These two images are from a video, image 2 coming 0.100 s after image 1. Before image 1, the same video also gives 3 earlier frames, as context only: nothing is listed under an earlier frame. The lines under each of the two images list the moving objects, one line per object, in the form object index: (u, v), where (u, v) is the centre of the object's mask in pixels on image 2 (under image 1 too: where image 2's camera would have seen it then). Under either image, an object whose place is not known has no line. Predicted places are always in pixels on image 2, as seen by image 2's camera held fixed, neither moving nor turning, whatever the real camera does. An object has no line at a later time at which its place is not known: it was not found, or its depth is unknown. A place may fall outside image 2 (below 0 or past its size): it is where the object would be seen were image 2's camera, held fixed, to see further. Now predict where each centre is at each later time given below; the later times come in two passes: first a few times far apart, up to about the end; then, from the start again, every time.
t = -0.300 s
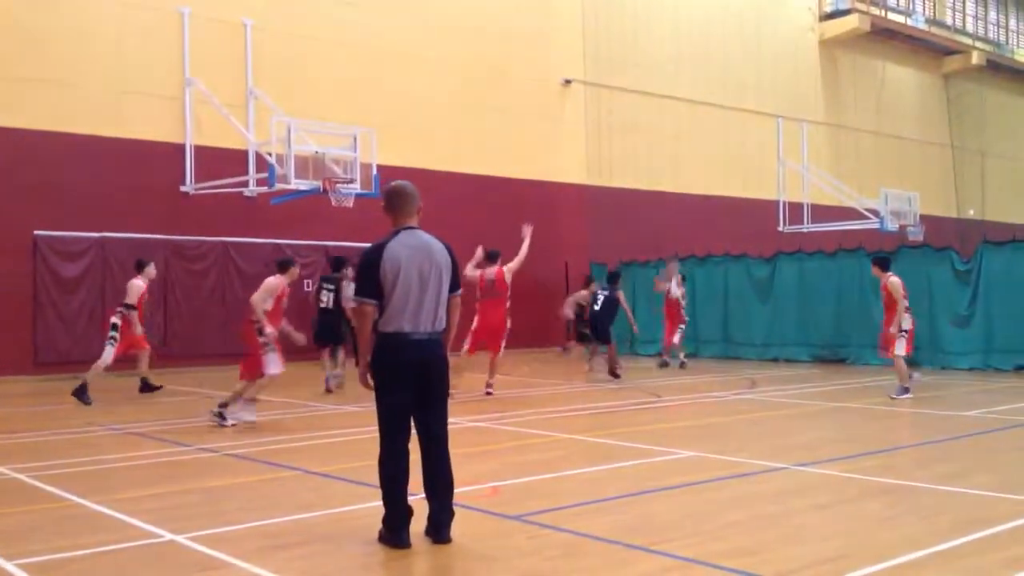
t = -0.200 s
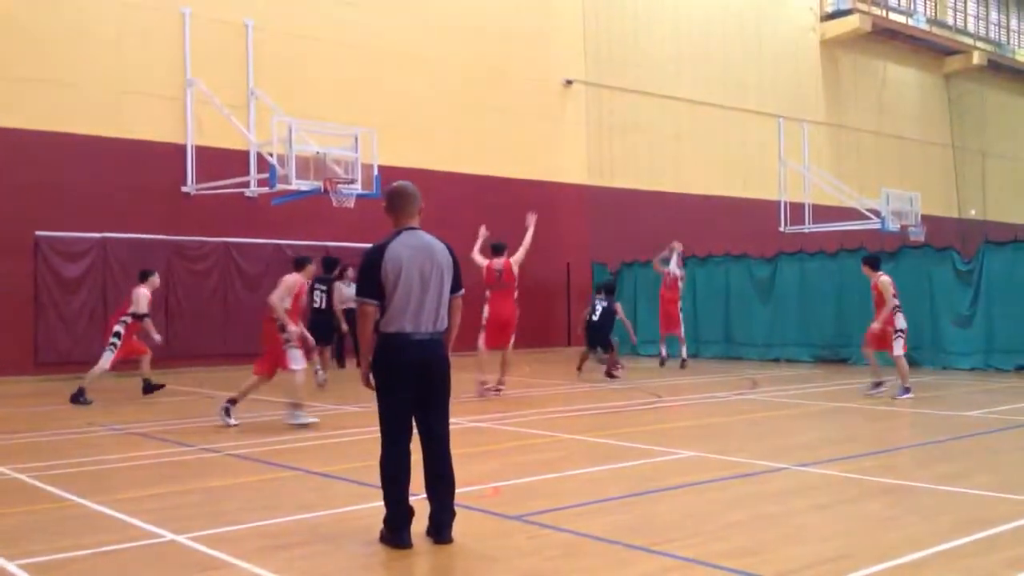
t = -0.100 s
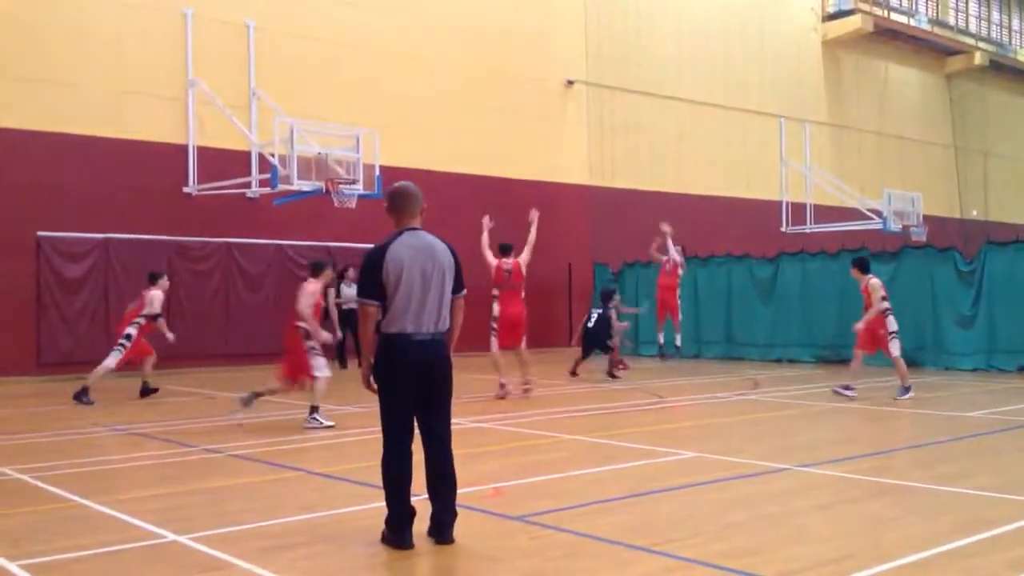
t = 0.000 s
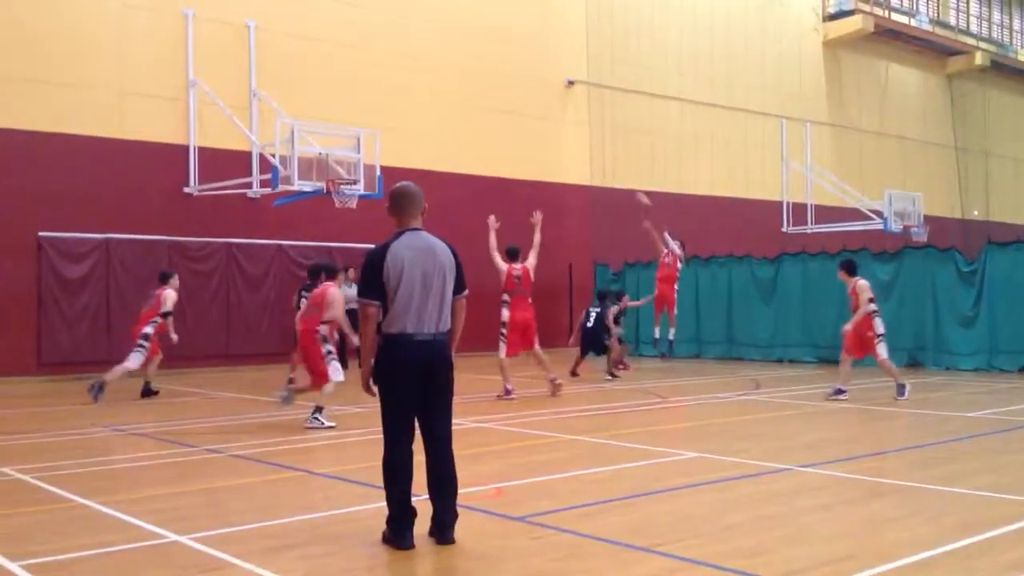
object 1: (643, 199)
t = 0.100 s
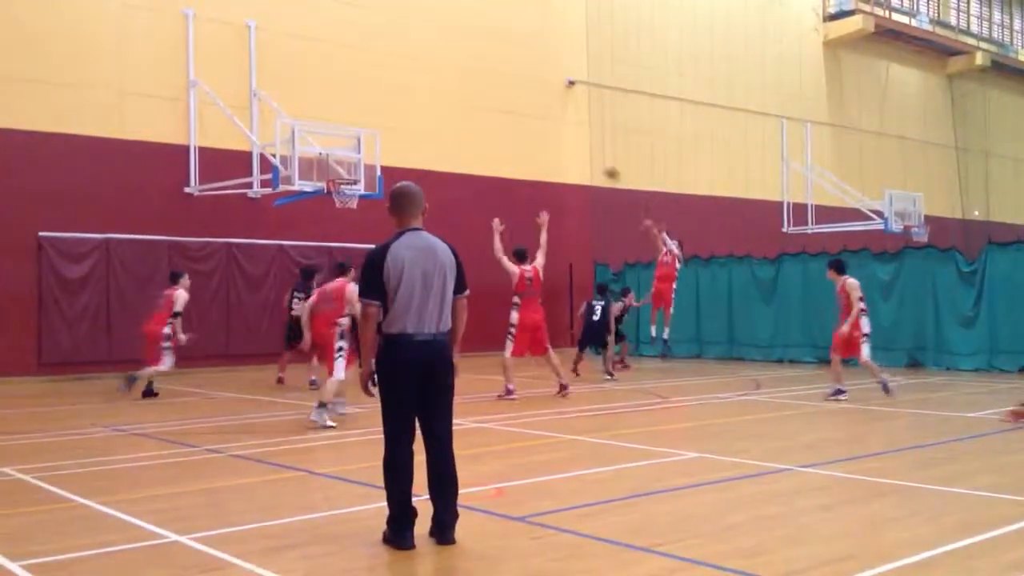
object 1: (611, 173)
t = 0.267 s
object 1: (562, 137)
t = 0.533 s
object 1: (480, 112)
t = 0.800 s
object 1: (397, 130)
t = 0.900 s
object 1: (367, 147)
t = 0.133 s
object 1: (602, 166)
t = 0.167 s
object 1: (592, 157)
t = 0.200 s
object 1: (582, 149)
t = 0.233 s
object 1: (572, 143)
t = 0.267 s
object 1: (562, 137)
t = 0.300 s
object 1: (552, 132)
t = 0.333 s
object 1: (540, 127)
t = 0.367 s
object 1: (531, 123)
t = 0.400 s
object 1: (521, 119)
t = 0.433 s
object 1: (511, 116)
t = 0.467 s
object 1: (500, 114)
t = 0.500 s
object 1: (491, 113)
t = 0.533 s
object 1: (480, 112)
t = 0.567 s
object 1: (470, 112)
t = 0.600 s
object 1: (460, 113)
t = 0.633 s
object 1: (449, 115)
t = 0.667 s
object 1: (439, 117)
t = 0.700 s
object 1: (429, 119)
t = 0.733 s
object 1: (418, 122)
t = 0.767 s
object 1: (408, 126)
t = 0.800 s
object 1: (397, 130)
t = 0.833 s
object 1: (387, 136)
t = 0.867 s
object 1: (376, 142)
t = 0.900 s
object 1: (367, 147)
